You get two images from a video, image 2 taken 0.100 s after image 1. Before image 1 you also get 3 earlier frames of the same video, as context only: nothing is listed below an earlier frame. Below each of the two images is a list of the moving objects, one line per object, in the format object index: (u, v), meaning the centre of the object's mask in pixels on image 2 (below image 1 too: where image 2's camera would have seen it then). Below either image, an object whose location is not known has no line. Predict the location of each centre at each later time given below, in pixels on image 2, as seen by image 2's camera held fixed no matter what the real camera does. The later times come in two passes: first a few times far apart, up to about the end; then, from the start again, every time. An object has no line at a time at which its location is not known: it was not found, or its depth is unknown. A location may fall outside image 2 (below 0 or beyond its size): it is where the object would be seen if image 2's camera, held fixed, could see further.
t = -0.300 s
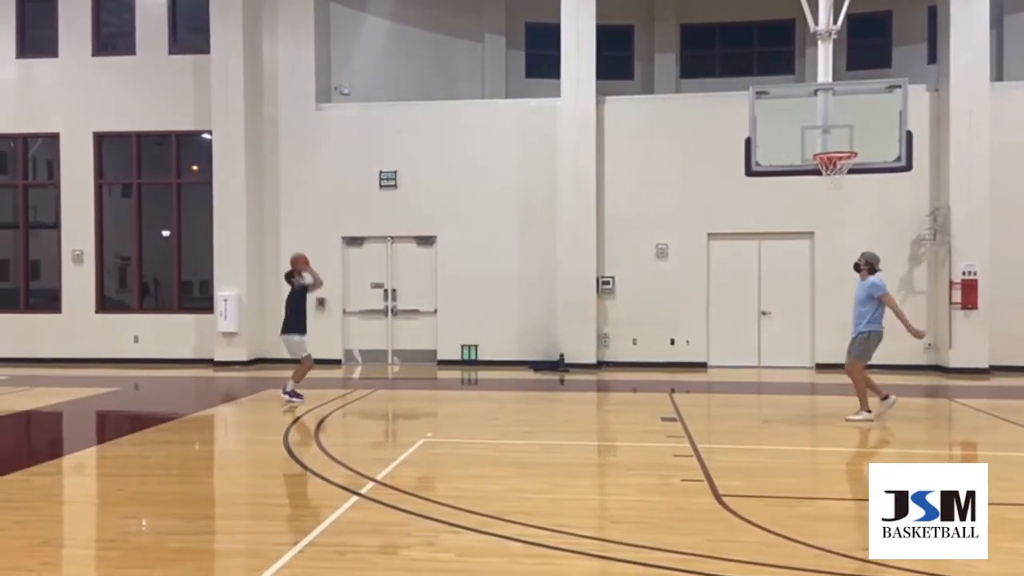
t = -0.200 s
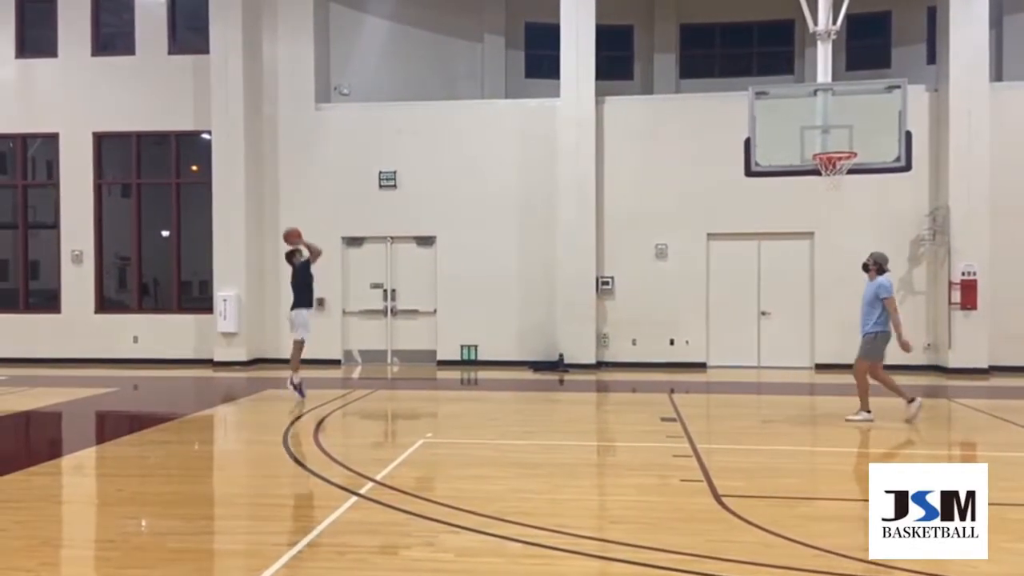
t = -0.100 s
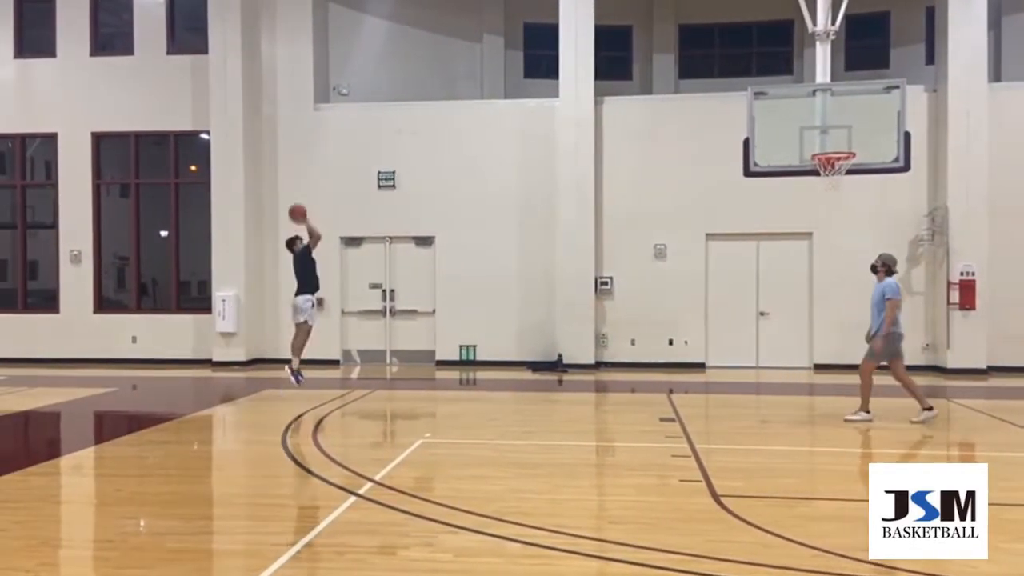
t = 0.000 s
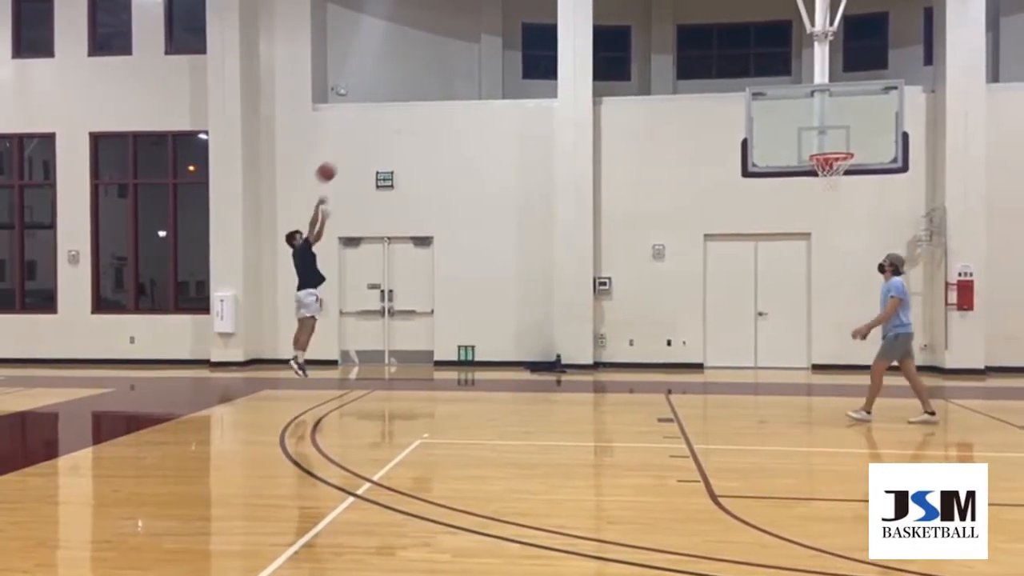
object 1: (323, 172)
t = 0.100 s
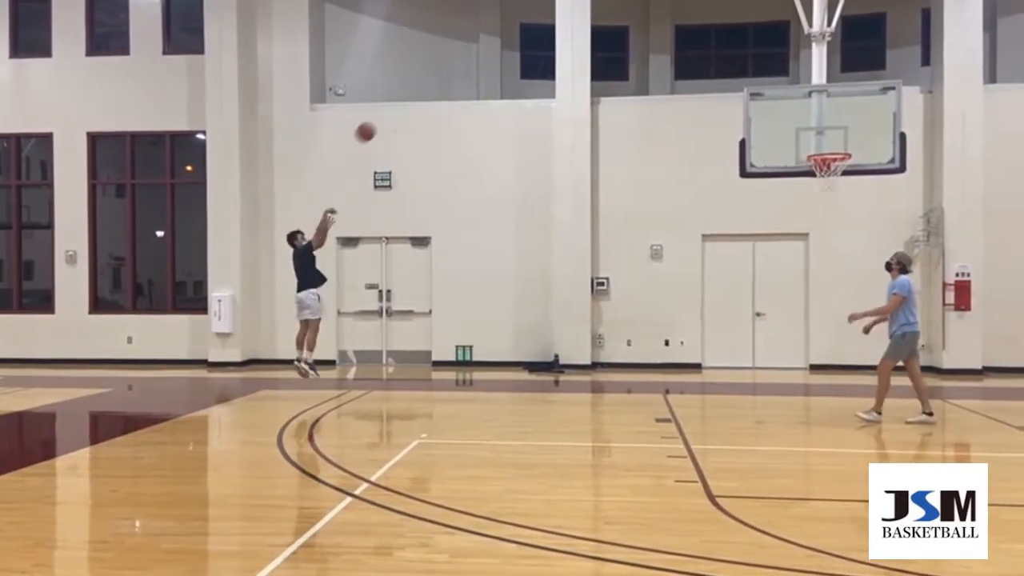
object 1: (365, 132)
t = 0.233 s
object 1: (421, 90)
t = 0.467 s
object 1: (522, 43)
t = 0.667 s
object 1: (610, 37)
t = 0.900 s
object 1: (717, 70)
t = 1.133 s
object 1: (826, 147)
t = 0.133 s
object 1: (379, 120)
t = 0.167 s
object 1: (393, 110)
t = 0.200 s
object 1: (407, 99)
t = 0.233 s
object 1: (421, 90)
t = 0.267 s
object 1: (436, 80)
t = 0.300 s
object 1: (450, 73)
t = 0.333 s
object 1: (464, 66)
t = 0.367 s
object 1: (478, 59)
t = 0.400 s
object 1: (492, 54)
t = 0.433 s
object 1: (507, 48)
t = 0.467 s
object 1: (522, 43)
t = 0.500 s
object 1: (536, 41)
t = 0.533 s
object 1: (551, 38)
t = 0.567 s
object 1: (566, 37)
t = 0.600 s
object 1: (581, 36)
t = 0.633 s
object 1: (596, 37)
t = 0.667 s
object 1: (610, 37)
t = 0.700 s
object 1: (624, 39)
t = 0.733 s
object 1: (640, 42)
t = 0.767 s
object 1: (657, 48)
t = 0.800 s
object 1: (671, 51)
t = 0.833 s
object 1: (686, 57)
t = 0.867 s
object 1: (702, 63)
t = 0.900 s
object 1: (717, 70)
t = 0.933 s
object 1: (732, 78)
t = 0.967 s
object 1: (749, 89)
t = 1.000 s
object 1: (764, 99)
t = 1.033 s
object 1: (779, 110)
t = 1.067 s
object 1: (795, 122)
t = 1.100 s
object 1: (811, 134)
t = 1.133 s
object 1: (826, 147)
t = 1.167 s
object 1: (840, 163)
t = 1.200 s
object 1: (841, 174)
